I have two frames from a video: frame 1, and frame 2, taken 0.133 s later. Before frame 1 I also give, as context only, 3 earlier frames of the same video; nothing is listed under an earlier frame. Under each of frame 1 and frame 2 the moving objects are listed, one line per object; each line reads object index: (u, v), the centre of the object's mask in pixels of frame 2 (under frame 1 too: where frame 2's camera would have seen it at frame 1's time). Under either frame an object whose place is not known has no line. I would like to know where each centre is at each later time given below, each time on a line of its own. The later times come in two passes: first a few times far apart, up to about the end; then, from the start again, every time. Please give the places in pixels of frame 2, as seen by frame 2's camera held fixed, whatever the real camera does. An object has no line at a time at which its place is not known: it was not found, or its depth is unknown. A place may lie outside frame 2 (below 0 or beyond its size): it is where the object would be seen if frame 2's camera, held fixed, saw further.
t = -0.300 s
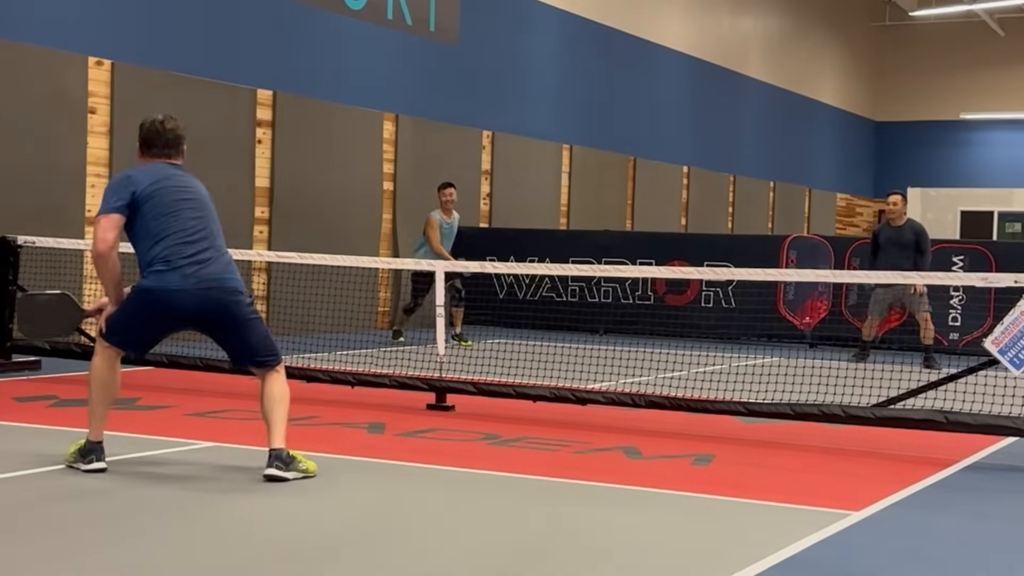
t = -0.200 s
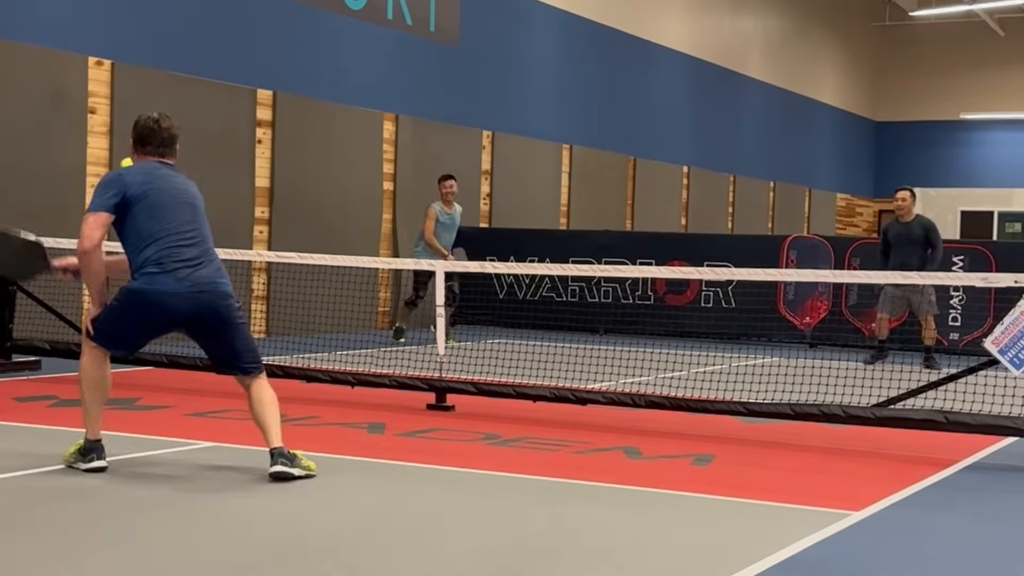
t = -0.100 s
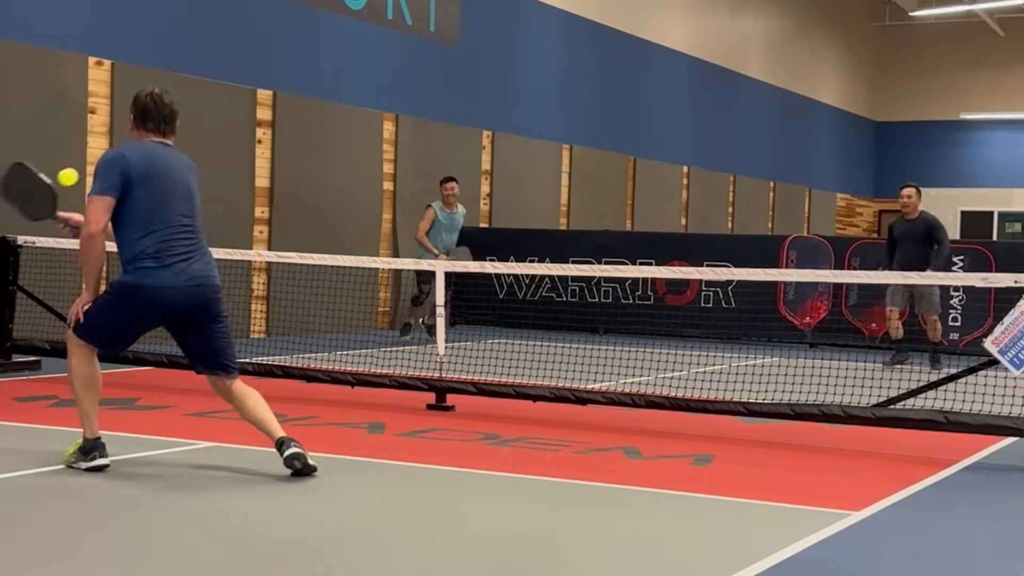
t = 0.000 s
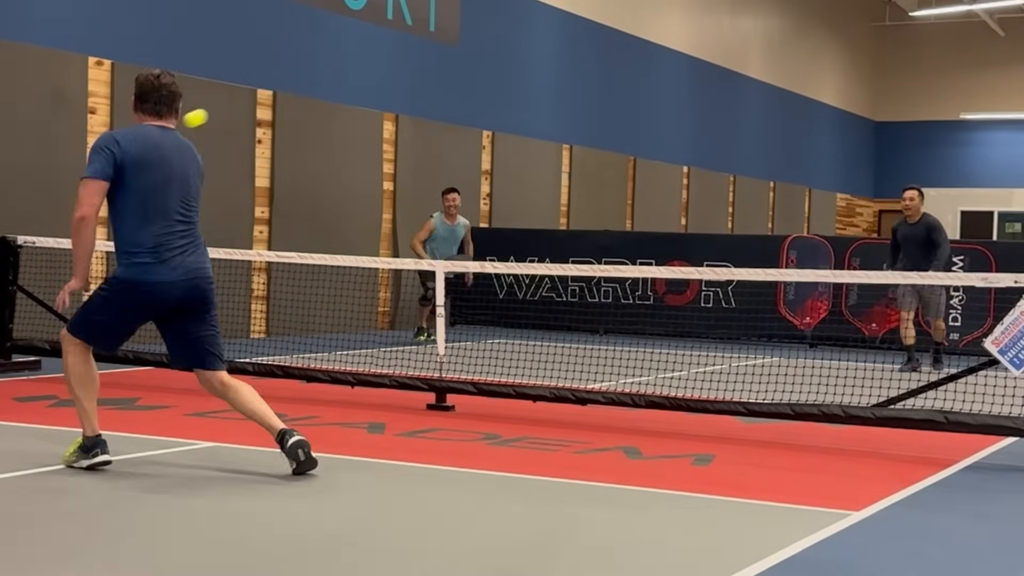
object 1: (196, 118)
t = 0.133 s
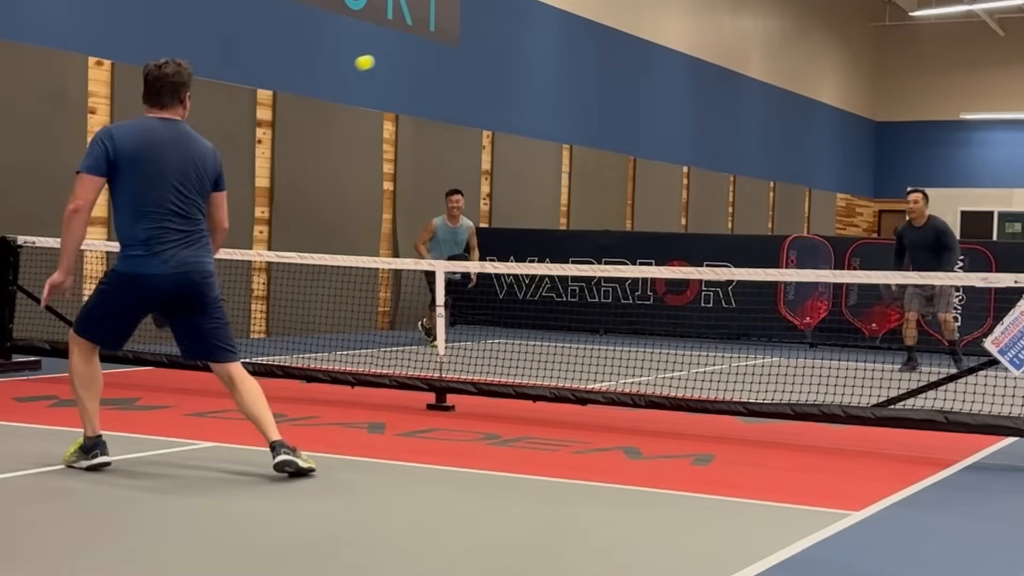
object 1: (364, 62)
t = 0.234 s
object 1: (464, 46)
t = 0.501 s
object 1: (662, 72)
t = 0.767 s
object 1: (798, 167)
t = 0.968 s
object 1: (876, 267)
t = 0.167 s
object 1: (400, 54)
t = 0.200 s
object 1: (433, 49)
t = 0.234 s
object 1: (464, 46)
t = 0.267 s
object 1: (494, 43)
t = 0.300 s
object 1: (522, 44)
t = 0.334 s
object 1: (548, 45)
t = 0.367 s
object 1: (573, 48)
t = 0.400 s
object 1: (597, 52)
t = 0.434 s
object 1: (620, 58)
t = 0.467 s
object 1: (641, 64)
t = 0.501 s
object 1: (662, 72)
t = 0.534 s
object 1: (682, 81)
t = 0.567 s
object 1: (700, 90)
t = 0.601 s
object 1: (719, 101)
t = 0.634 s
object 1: (736, 113)
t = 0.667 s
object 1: (752, 125)
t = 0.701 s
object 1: (768, 138)
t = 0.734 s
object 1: (783, 152)
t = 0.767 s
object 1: (798, 167)
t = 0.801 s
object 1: (813, 182)
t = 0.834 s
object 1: (826, 198)
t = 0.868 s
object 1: (839, 214)
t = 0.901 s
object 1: (852, 232)
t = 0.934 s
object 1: (864, 249)
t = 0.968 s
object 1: (876, 267)
